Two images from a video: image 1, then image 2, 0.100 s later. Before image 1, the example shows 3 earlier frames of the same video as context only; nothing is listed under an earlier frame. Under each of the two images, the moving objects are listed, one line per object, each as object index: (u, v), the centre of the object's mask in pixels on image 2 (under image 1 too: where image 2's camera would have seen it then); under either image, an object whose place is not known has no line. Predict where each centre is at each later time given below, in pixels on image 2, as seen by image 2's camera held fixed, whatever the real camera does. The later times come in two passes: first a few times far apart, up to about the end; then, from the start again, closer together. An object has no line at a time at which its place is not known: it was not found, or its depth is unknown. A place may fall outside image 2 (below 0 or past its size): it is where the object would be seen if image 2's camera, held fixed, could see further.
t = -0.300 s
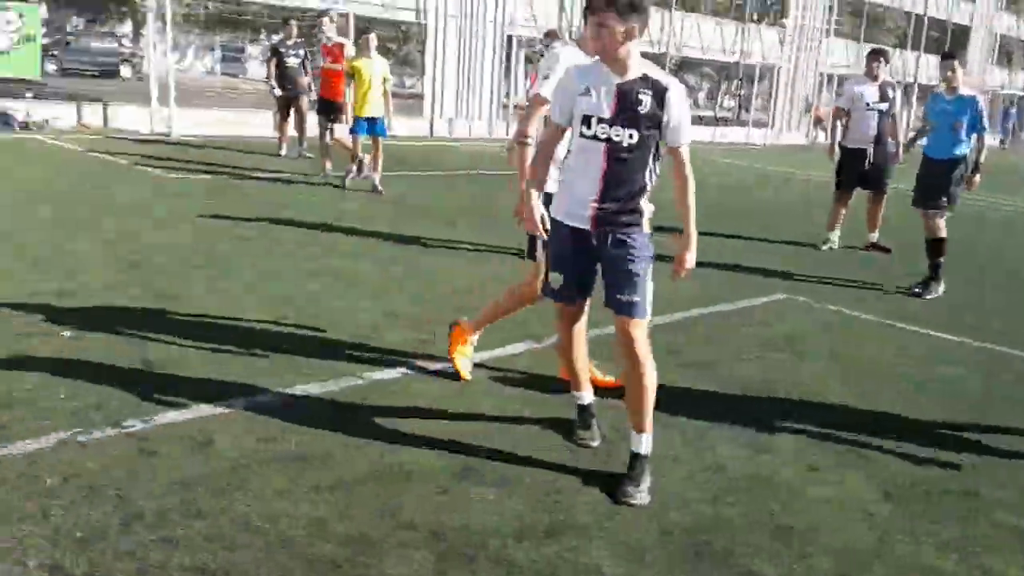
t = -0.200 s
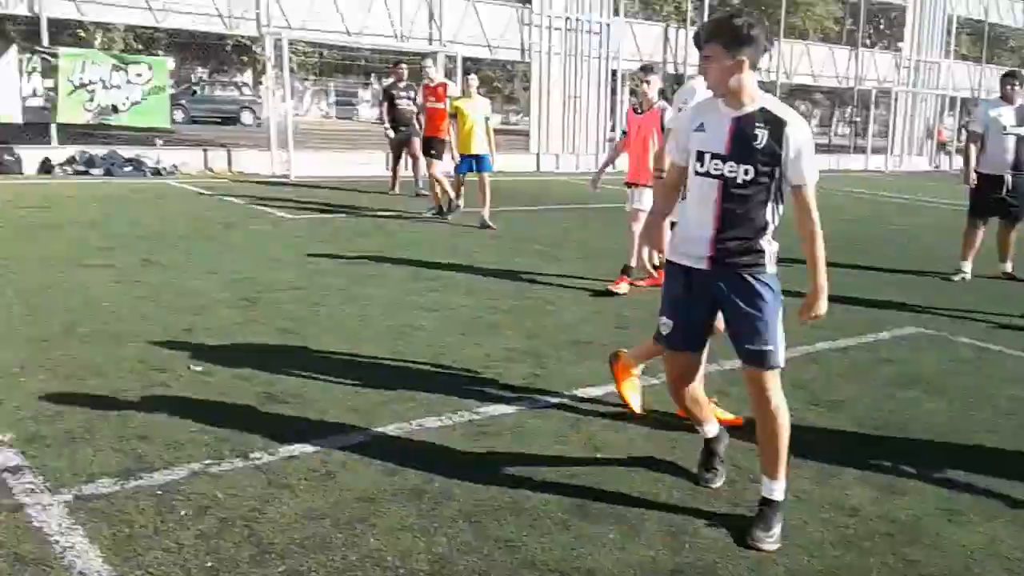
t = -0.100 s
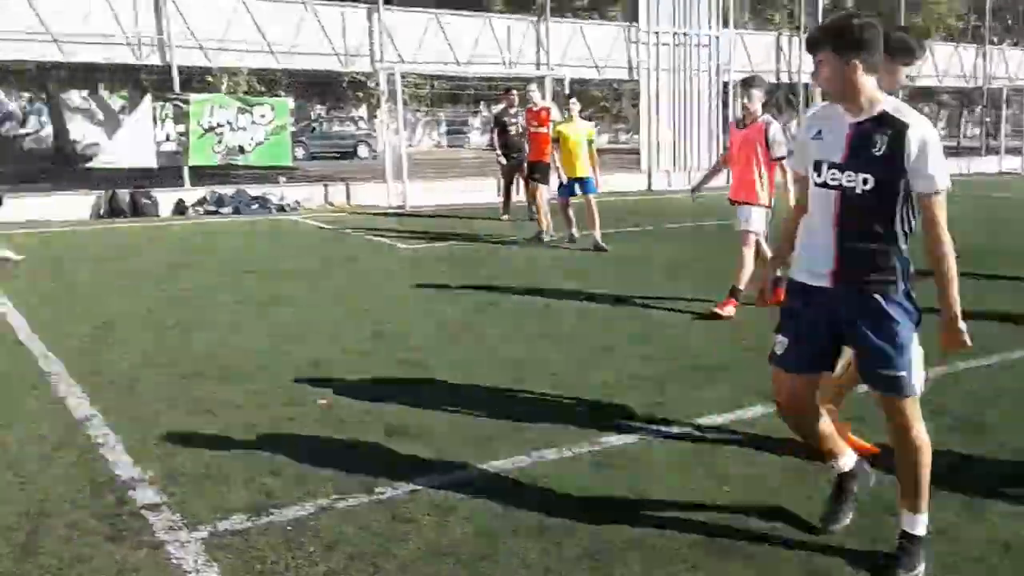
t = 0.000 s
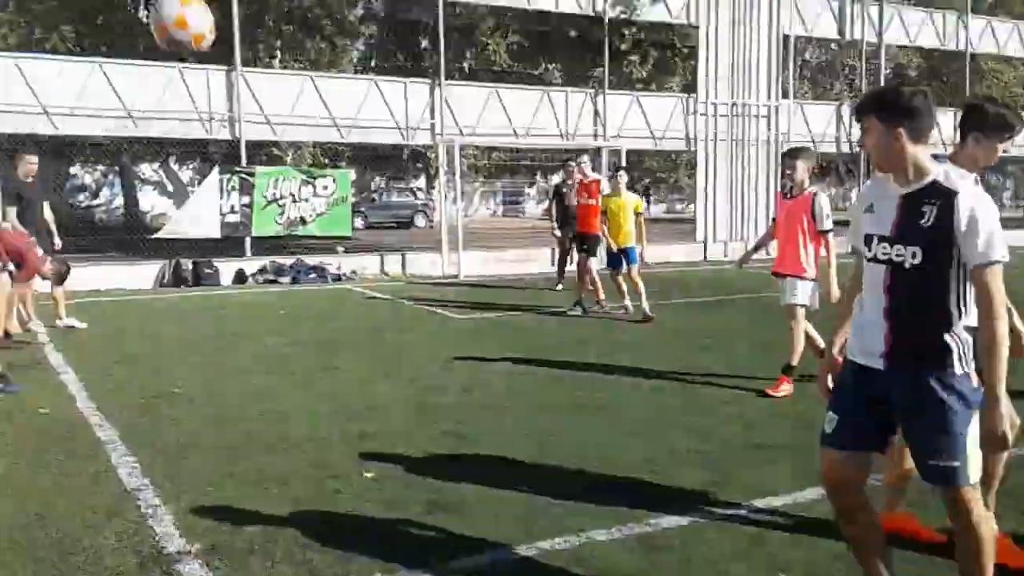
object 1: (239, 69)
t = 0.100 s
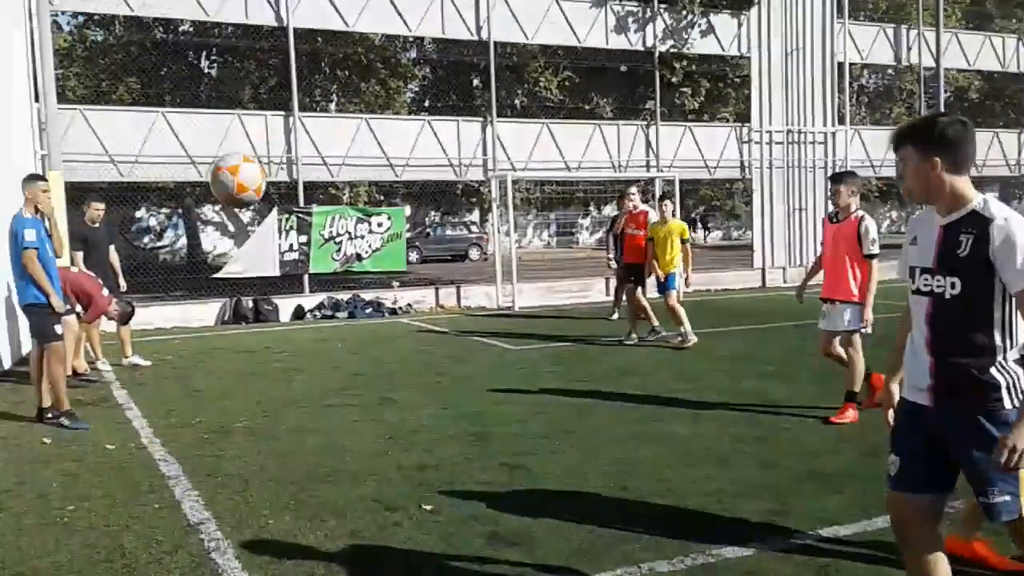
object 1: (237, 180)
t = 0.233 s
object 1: (236, 329)
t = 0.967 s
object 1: (236, 400)
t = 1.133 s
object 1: (244, 420)
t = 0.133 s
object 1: (237, 216)
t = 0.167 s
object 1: (235, 254)
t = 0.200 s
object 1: (235, 290)
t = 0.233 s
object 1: (236, 329)
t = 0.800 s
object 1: (228, 360)
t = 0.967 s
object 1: (236, 400)
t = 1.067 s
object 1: (241, 438)
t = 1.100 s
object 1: (242, 431)
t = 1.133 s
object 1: (244, 420)
